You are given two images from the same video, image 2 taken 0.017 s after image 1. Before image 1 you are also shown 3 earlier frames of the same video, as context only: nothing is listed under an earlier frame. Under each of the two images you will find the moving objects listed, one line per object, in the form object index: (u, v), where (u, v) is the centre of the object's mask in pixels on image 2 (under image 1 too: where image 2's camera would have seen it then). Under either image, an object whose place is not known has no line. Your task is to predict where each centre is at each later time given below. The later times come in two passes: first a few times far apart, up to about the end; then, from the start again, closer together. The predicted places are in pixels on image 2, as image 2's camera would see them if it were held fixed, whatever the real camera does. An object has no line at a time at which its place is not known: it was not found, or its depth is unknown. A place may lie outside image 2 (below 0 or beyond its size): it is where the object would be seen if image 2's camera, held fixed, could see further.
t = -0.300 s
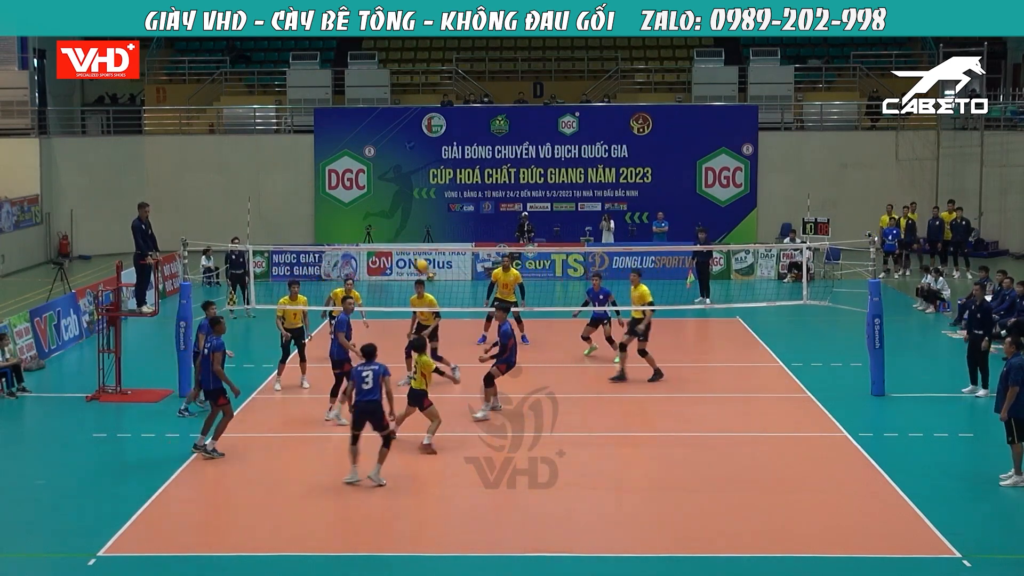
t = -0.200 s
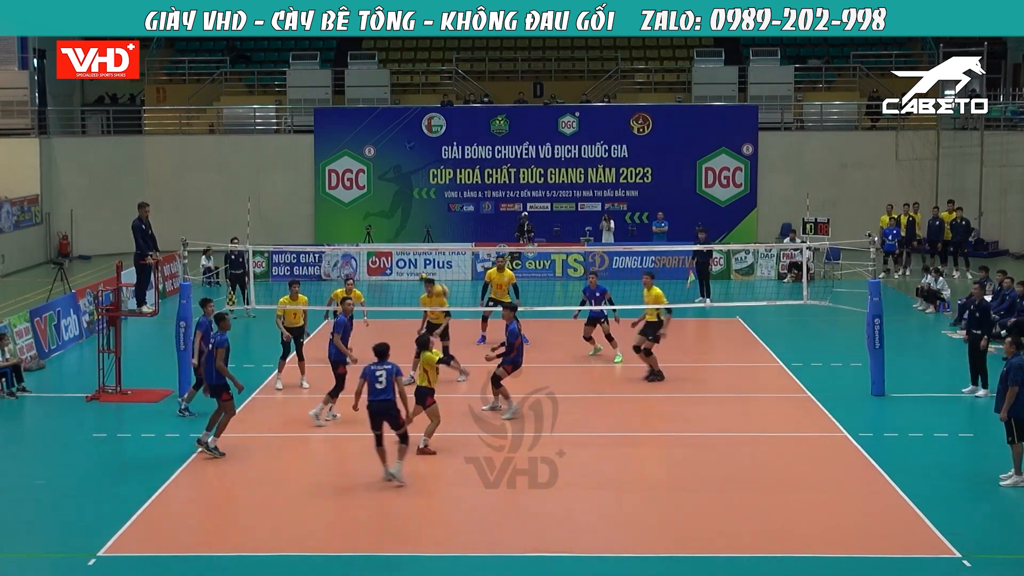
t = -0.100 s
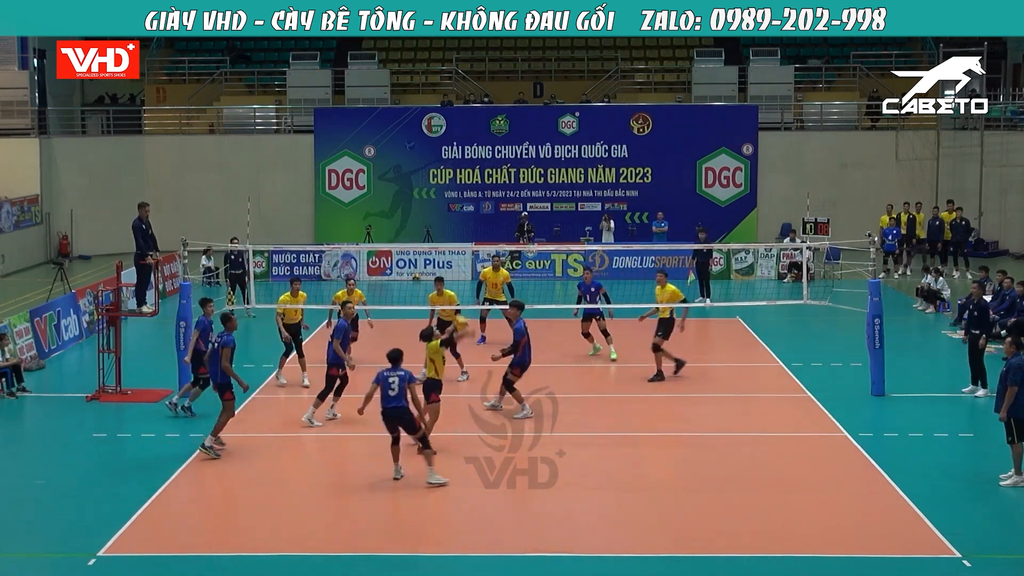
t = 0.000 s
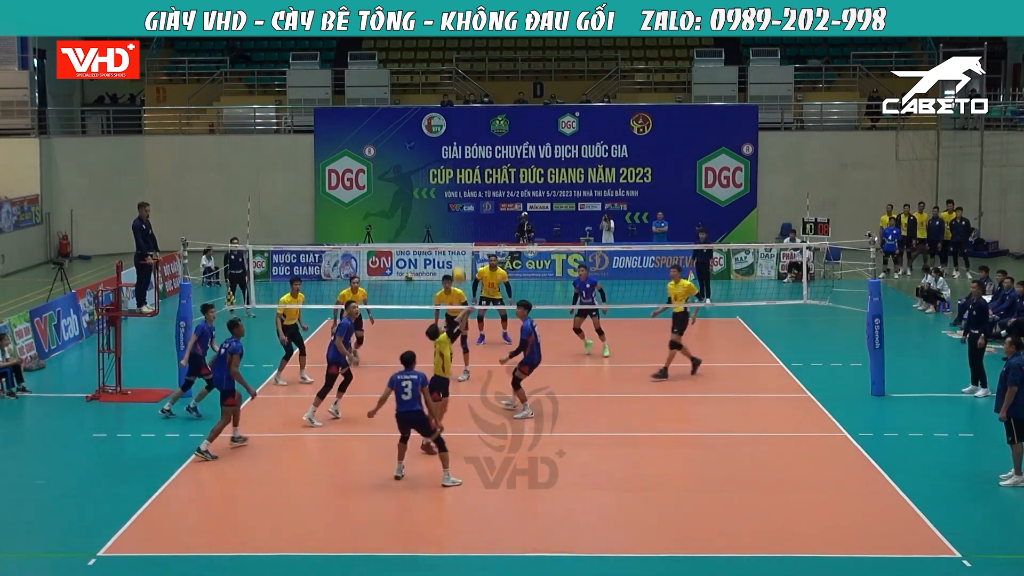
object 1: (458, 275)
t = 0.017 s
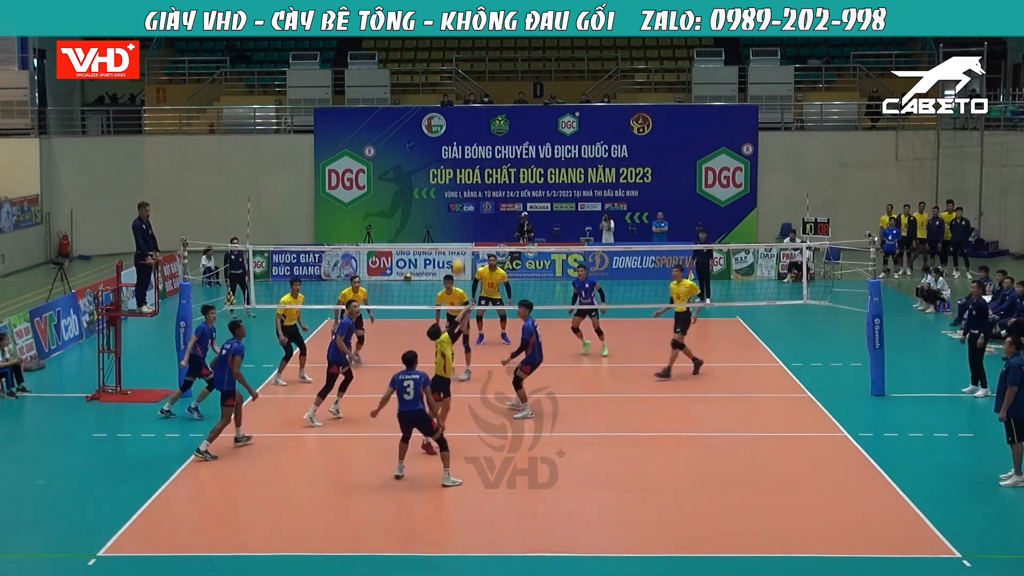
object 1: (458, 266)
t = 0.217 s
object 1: (451, 191)
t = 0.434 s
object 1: (447, 146)
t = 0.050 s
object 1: (457, 252)
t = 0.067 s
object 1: (456, 244)
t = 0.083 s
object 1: (455, 237)
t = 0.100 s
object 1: (455, 231)
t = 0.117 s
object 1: (454, 225)
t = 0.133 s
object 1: (454, 219)
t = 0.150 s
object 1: (453, 213)
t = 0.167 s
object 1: (453, 207)
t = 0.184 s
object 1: (452, 201)
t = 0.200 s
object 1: (451, 196)
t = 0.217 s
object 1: (451, 191)
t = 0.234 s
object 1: (451, 186)
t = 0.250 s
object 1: (451, 182)
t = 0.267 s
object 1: (451, 177)
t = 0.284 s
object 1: (450, 173)
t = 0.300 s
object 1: (450, 170)
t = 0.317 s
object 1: (449, 165)
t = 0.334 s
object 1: (449, 163)
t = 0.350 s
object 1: (449, 160)
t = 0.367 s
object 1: (448, 157)
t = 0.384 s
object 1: (448, 154)
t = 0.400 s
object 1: (447, 151)
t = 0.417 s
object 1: (447, 148)
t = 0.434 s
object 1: (447, 146)
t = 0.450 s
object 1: (447, 144)
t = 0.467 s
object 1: (447, 143)
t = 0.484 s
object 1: (446, 141)
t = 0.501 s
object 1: (446, 139)
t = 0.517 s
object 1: (446, 139)
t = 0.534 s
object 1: (446, 138)
